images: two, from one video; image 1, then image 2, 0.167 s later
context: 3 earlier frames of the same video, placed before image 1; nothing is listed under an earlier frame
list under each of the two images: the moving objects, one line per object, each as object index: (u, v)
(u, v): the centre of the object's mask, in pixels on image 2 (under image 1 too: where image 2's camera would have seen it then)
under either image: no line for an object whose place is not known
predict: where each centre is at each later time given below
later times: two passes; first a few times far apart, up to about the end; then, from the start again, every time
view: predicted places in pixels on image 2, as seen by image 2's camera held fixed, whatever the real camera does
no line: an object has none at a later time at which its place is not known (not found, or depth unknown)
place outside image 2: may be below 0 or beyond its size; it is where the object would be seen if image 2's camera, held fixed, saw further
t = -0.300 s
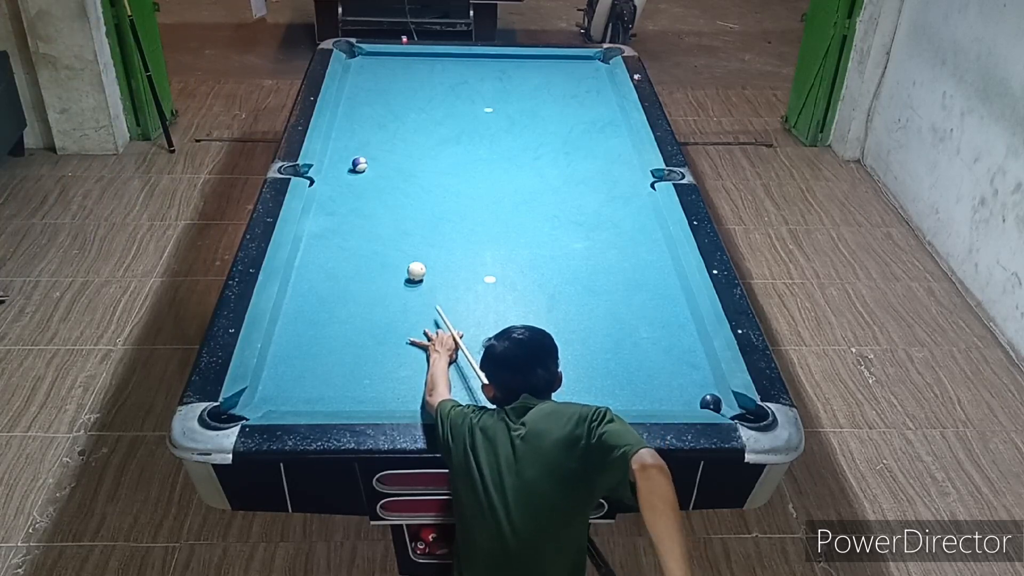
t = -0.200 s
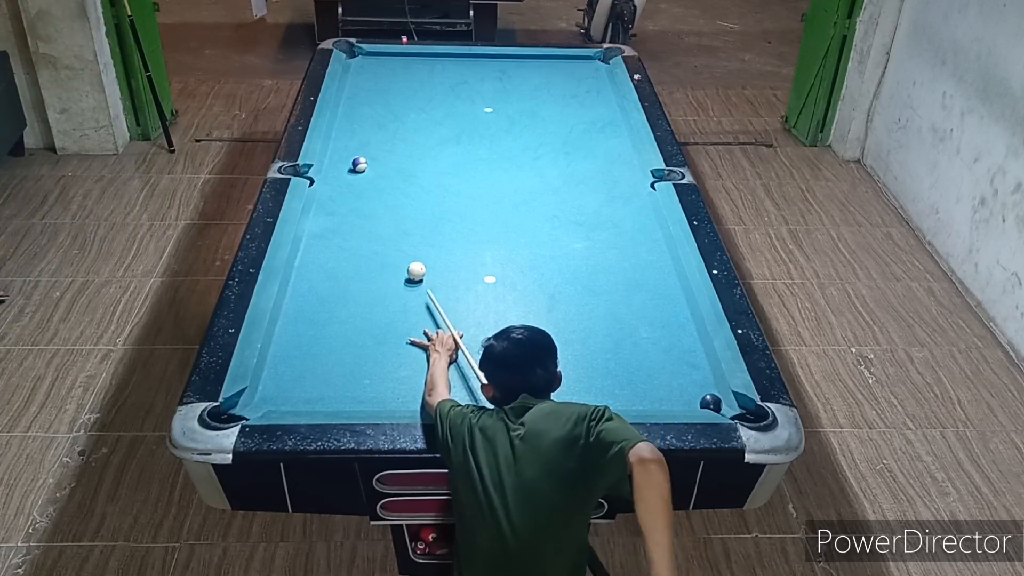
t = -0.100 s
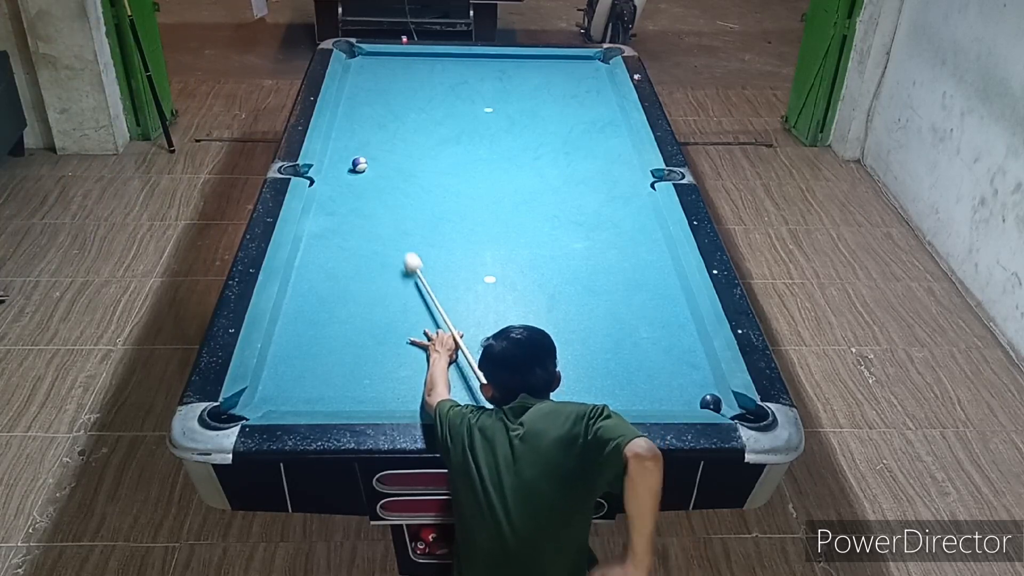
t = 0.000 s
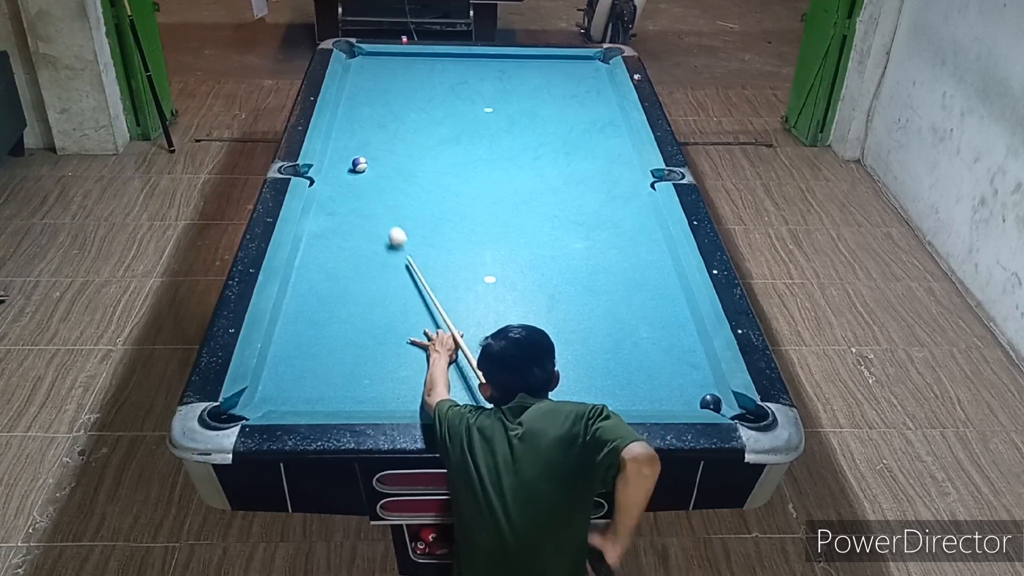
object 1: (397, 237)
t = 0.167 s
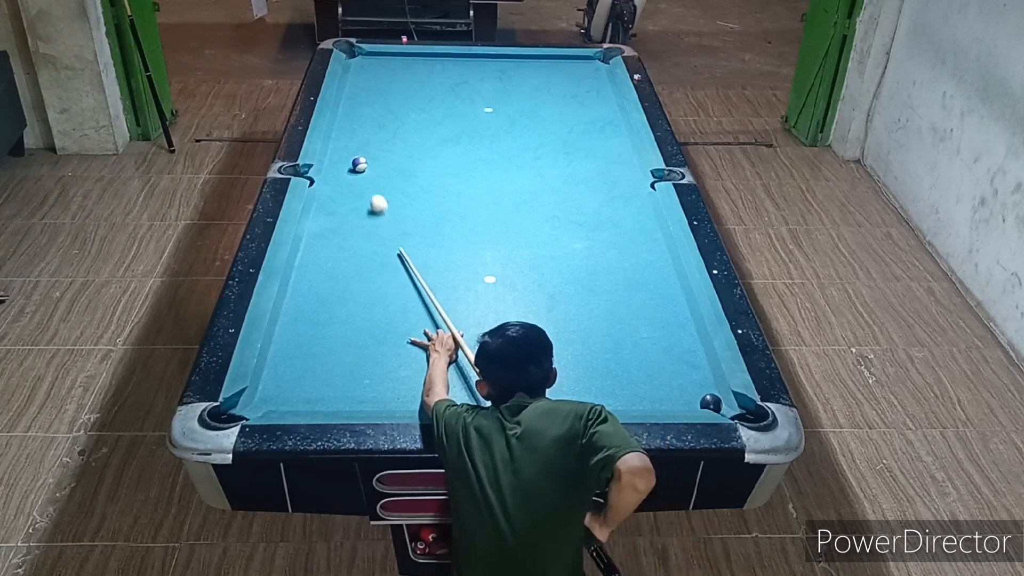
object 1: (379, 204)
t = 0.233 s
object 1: (372, 192)
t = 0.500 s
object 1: (349, 169)
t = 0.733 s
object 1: (331, 162)
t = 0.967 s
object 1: (329, 157)
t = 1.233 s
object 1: (340, 154)
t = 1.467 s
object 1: (347, 151)
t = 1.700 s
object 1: (353, 148)
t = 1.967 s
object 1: (359, 147)
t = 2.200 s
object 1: (363, 145)
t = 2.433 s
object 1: (366, 145)
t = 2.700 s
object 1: (369, 144)
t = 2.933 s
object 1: (369, 144)
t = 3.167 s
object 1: (369, 144)
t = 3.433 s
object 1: (369, 144)
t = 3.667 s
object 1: (369, 144)
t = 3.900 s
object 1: (369, 144)
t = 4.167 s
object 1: (369, 144)
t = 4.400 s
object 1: (369, 144)
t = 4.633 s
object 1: (369, 144)
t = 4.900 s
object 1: (369, 144)
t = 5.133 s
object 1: (369, 144)
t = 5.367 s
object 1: (369, 144)
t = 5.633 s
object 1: (369, 144)
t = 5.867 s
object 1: (369, 144)
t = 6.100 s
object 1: (369, 144)
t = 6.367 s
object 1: (369, 144)
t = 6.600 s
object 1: (369, 144)
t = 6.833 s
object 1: (369, 144)
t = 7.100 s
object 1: (369, 144)
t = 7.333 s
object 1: (369, 144)
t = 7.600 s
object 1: (369, 144)
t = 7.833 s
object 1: (369, 144)
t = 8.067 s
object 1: (369, 144)
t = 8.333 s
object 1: (369, 144)
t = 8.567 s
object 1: (369, 144)
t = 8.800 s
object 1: (369, 144)
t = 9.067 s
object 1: (369, 144)
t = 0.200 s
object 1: (375, 198)
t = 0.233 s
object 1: (372, 192)
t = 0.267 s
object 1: (369, 186)
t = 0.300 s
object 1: (366, 181)
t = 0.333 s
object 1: (363, 175)
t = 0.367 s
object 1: (360, 171)
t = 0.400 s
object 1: (357, 171)
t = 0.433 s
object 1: (354, 170)
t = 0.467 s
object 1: (352, 170)
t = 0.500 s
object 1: (349, 169)
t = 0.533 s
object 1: (346, 168)
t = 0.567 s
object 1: (343, 167)
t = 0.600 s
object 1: (341, 166)
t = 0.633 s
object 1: (338, 165)
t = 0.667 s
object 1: (336, 164)
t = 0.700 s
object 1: (333, 163)
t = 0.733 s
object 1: (331, 162)
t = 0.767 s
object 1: (328, 161)
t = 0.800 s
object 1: (326, 160)
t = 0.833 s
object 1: (324, 159)
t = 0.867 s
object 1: (325, 159)
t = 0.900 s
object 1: (326, 158)
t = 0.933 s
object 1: (328, 158)
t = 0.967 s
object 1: (329, 157)
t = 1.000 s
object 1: (331, 157)
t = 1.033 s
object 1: (332, 156)
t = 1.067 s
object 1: (334, 156)
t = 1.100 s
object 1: (335, 155)
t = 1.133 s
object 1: (336, 155)
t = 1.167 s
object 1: (337, 155)
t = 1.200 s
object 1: (338, 154)
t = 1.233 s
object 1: (340, 154)
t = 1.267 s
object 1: (341, 153)
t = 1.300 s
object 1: (342, 153)
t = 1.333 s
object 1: (343, 152)
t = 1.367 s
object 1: (344, 152)
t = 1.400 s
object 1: (345, 151)
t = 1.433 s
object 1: (346, 151)
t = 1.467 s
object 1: (347, 151)
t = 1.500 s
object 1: (348, 150)
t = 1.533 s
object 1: (349, 150)
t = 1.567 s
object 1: (350, 150)
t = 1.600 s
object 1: (351, 149)
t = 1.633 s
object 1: (352, 149)
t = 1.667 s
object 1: (352, 149)
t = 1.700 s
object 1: (353, 148)
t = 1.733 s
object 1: (354, 148)
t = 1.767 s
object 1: (355, 148)
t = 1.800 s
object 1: (355, 147)
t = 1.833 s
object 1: (356, 147)
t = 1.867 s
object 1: (357, 147)
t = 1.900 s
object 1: (357, 147)
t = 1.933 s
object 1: (358, 146)
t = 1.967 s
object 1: (359, 147)
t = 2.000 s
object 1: (359, 146)
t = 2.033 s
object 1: (360, 146)
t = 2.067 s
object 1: (361, 146)
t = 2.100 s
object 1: (361, 146)
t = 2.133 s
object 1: (362, 145)
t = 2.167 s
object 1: (362, 146)
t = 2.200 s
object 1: (363, 145)
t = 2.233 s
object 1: (364, 145)
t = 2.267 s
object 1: (364, 145)
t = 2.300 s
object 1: (364, 145)
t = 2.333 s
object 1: (365, 145)
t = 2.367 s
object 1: (365, 145)
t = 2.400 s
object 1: (366, 145)
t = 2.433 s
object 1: (366, 145)
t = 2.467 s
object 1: (367, 145)
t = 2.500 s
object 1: (367, 144)
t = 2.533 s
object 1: (368, 144)
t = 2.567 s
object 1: (368, 144)
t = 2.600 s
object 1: (368, 144)
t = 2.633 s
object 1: (368, 144)
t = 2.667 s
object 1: (369, 144)
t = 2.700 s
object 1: (369, 144)
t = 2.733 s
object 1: (369, 144)
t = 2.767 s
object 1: (369, 144)
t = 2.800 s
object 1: (369, 144)
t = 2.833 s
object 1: (369, 144)
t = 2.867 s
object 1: (369, 144)
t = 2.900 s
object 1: (369, 144)
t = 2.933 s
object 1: (369, 144)
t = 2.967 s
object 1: (369, 144)
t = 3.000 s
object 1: (369, 144)
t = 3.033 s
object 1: (369, 144)
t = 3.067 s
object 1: (369, 144)
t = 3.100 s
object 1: (369, 144)
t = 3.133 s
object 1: (369, 144)
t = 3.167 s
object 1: (369, 144)
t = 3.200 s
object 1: (369, 144)
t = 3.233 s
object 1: (369, 144)
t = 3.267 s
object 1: (369, 144)
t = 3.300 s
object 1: (369, 144)
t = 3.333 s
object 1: (369, 144)
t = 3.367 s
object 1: (369, 144)
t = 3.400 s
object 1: (369, 144)
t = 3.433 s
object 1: (369, 144)
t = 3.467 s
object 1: (369, 144)
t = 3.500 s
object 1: (369, 144)
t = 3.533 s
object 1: (369, 144)
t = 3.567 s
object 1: (369, 144)
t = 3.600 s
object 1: (369, 144)
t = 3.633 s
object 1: (369, 144)
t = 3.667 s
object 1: (369, 144)
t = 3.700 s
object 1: (369, 144)
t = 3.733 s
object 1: (369, 144)
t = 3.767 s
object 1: (369, 144)
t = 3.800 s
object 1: (369, 144)
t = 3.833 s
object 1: (369, 144)
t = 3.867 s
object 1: (369, 144)
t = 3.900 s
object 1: (369, 144)
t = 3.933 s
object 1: (369, 144)
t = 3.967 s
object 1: (369, 144)
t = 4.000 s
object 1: (369, 144)
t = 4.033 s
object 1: (369, 144)
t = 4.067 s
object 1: (369, 144)
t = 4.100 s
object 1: (369, 144)
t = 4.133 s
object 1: (369, 144)
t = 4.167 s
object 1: (369, 144)
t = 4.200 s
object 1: (369, 144)
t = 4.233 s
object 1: (369, 144)
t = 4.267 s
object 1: (369, 144)
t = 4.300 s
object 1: (369, 144)
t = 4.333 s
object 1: (369, 144)
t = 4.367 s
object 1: (369, 144)
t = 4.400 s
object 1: (369, 144)
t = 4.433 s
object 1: (369, 144)
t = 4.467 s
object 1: (369, 144)
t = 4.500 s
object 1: (369, 144)
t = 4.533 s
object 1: (369, 144)
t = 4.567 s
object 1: (369, 144)
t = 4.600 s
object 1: (369, 144)
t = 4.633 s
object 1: (369, 144)
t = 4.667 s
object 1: (369, 144)
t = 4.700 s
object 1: (369, 144)
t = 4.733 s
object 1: (369, 144)
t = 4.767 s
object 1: (369, 144)
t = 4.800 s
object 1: (369, 144)
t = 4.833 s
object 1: (369, 144)
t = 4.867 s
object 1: (369, 144)
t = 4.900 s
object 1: (369, 144)
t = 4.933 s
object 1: (369, 144)
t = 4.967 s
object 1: (369, 144)
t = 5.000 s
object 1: (369, 144)
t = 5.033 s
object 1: (369, 144)
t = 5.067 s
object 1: (369, 144)
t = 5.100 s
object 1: (369, 144)
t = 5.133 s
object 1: (369, 144)
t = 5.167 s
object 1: (369, 144)
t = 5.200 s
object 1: (369, 144)
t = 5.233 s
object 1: (369, 144)
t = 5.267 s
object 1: (369, 144)
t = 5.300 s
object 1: (369, 144)
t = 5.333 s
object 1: (369, 144)
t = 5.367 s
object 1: (369, 144)
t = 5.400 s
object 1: (369, 144)
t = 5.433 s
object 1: (369, 144)
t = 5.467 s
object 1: (369, 144)
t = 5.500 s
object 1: (369, 144)
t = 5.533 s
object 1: (369, 144)
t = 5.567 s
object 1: (369, 144)
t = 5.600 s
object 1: (369, 144)
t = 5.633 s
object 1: (369, 144)
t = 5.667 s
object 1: (369, 144)
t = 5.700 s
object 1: (369, 144)
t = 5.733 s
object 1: (369, 144)
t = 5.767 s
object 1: (369, 144)
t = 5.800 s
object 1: (369, 144)
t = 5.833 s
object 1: (369, 144)
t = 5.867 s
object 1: (369, 144)
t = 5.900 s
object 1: (369, 144)
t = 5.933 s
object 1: (369, 144)
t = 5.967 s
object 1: (369, 144)
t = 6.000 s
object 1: (369, 144)
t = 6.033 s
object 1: (369, 144)
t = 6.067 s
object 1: (369, 144)
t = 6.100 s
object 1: (369, 144)
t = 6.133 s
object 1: (369, 144)
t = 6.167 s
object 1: (369, 144)
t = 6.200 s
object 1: (369, 144)
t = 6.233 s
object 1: (369, 144)
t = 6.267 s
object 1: (369, 144)
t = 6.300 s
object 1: (369, 144)
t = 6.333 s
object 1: (369, 144)
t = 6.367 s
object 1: (369, 144)
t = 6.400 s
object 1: (369, 144)
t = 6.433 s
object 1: (369, 144)
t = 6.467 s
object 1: (369, 144)
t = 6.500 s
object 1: (369, 144)
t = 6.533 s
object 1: (369, 144)
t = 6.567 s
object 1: (369, 144)
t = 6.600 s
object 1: (369, 144)
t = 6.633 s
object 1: (369, 144)
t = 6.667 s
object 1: (369, 144)
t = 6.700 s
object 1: (369, 144)
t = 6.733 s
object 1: (369, 144)
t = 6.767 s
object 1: (369, 144)
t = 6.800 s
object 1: (369, 144)
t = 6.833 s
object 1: (369, 144)
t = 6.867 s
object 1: (369, 144)
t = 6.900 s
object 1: (369, 144)
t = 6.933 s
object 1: (369, 144)
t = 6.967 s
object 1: (369, 144)
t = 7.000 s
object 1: (369, 144)
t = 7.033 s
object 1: (369, 144)
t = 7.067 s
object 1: (369, 144)
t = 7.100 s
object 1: (369, 144)
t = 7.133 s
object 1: (369, 144)
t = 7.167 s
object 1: (369, 144)
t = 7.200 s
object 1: (369, 144)
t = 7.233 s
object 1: (369, 144)
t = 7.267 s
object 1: (369, 144)
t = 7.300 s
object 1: (369, 144)
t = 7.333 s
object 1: (369, 144)
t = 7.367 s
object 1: (369, 144)
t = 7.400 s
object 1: (369, 144)
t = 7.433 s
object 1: (369, 144)
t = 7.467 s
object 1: (369, 144)
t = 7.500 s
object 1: (369, 144)
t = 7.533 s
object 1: (369, 144)
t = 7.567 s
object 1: (369, 144)
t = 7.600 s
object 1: (369, 144)
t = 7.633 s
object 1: (369, 144)
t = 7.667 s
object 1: (369, 144)
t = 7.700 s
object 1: (369, 144)
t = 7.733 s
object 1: (369, 144)
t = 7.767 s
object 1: (369, 144)
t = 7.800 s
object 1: (369, 144)
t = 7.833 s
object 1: (369, 144)
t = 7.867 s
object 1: (369, 144)
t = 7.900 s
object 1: (369, 144)
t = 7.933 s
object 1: (369, 144)
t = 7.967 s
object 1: (369, 144)
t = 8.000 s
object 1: (369, 144)
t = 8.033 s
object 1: (369, 144)
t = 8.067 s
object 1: (369, 144)
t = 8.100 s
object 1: (369, 144)
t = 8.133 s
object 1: (369, 144)
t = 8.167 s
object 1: (369, 144)
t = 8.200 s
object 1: (369, 144)
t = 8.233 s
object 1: (369, 144)
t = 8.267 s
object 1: (369, 144)
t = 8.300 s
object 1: (369, 144)
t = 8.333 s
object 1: (369, 144)
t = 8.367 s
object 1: (369, 144)
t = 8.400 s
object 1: (369, 144)
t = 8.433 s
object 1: (369, 144)
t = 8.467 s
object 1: (369, 144)
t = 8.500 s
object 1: (369, 144)
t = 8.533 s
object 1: (369, 144)
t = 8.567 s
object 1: (369, 144)
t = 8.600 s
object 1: (369, 144)
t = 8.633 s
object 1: (369, 144)
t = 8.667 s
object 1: (369, 144)
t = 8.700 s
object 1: (369, 144)
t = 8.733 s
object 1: (369, 144)
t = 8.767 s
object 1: (369, 144)
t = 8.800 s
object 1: (369, 144)
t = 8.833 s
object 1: (369, 144)
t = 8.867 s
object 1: (369, 144)
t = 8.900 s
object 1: (369, 144)
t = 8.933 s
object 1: (369, 144)
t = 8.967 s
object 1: (369, 144)
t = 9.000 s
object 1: (369, 144)
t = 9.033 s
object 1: (369, 144)
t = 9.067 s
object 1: (369, 144)
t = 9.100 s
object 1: (369, 144)
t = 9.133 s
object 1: (369, 144)
